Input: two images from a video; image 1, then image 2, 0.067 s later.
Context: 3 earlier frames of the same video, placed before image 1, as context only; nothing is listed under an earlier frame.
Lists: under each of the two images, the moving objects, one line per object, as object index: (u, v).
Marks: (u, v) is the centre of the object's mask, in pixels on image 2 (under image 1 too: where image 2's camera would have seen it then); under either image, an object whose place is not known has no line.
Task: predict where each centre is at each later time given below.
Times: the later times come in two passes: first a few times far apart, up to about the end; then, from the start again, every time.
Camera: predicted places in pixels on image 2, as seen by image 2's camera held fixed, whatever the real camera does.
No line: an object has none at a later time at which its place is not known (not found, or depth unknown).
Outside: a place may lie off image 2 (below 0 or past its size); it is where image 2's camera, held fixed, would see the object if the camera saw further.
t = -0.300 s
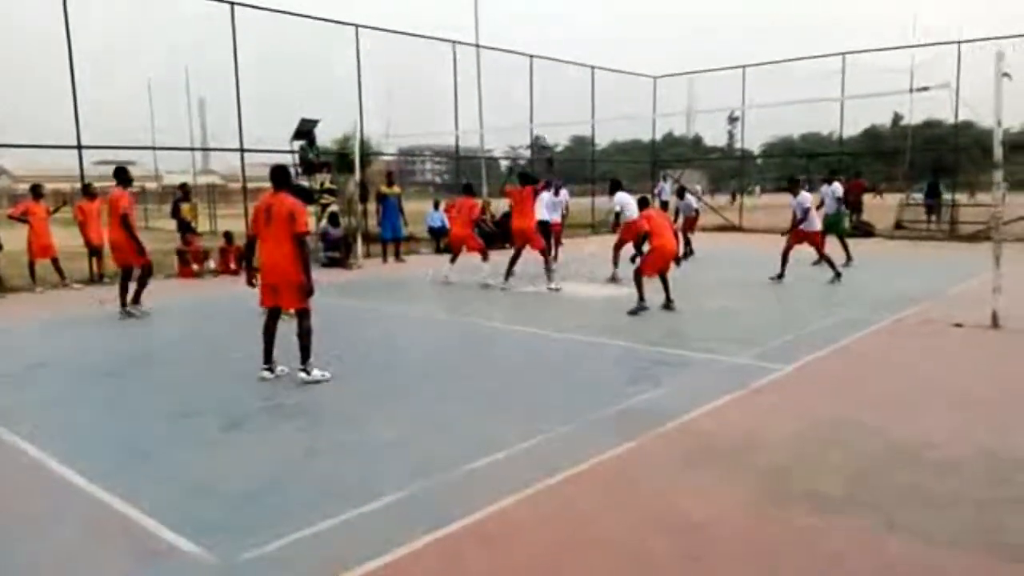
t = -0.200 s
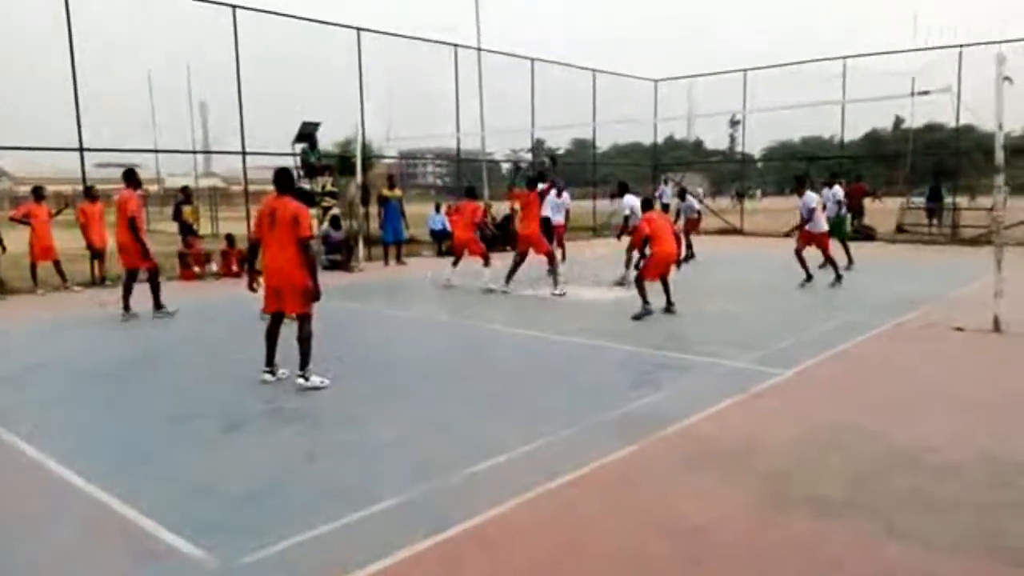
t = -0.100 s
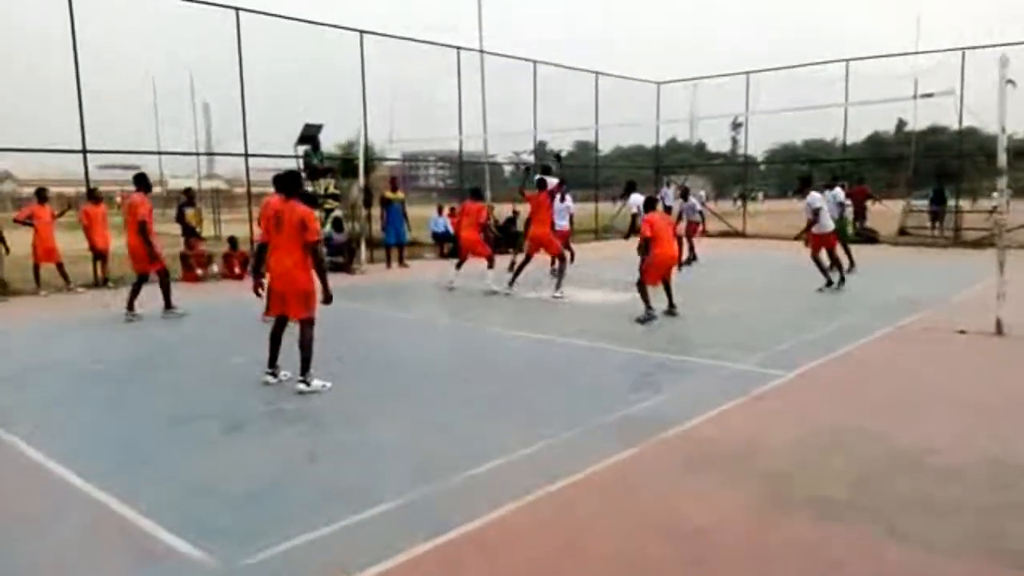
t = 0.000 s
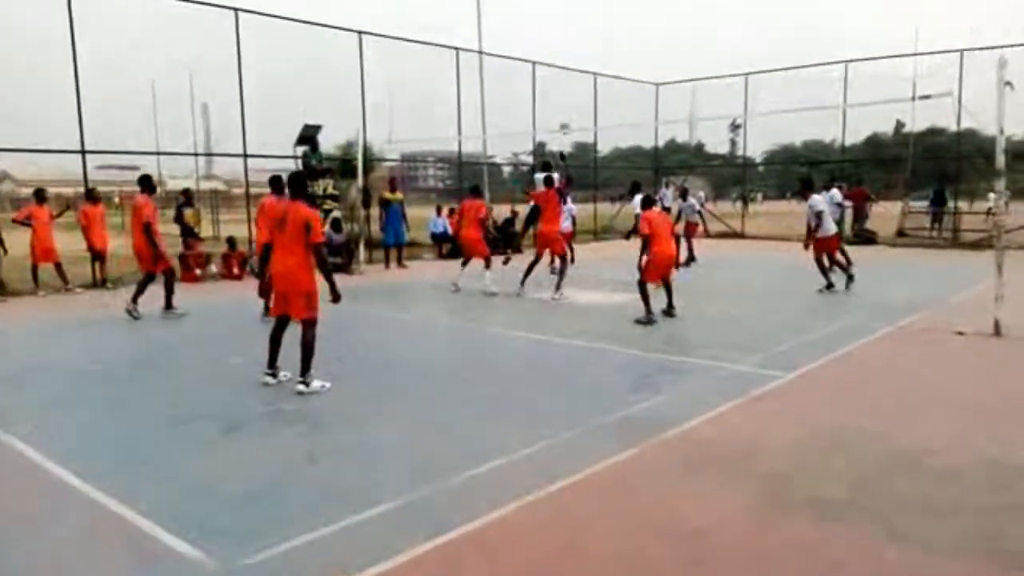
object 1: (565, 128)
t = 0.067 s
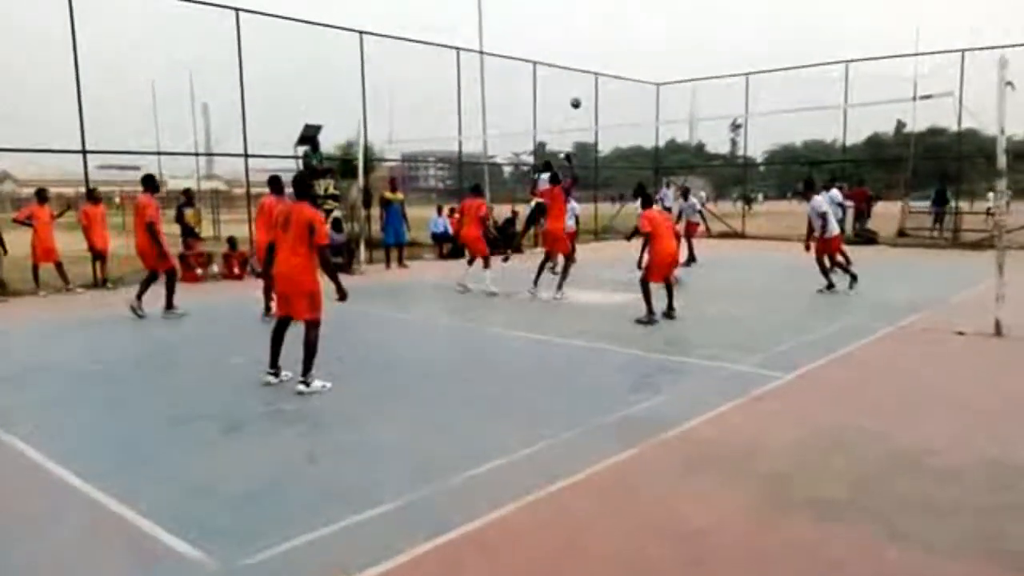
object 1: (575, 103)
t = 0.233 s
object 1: (602, 51)
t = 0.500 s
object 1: (643, 3)
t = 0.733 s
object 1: (677, -6)
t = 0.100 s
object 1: (581, 91)
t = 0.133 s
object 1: (586, 80)
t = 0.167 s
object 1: (591, 70)
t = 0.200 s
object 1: (596, 60)
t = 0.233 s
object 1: (602, 51)
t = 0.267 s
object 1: (607, 43)
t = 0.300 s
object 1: (612, 35)
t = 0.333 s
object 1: (618, 28)
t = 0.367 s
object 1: (623, 22)
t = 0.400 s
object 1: (628, 16)
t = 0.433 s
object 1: (633, 11)
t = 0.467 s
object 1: (638, 7)
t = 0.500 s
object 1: (643, 3)
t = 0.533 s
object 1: (649, 0)
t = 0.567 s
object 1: (653, -3)
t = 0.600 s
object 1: (658, -5)
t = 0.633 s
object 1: (663, -6)
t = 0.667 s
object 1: (668, -7)
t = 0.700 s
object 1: (672, -7)
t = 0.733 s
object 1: (677, -6)
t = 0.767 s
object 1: (682, -5)
